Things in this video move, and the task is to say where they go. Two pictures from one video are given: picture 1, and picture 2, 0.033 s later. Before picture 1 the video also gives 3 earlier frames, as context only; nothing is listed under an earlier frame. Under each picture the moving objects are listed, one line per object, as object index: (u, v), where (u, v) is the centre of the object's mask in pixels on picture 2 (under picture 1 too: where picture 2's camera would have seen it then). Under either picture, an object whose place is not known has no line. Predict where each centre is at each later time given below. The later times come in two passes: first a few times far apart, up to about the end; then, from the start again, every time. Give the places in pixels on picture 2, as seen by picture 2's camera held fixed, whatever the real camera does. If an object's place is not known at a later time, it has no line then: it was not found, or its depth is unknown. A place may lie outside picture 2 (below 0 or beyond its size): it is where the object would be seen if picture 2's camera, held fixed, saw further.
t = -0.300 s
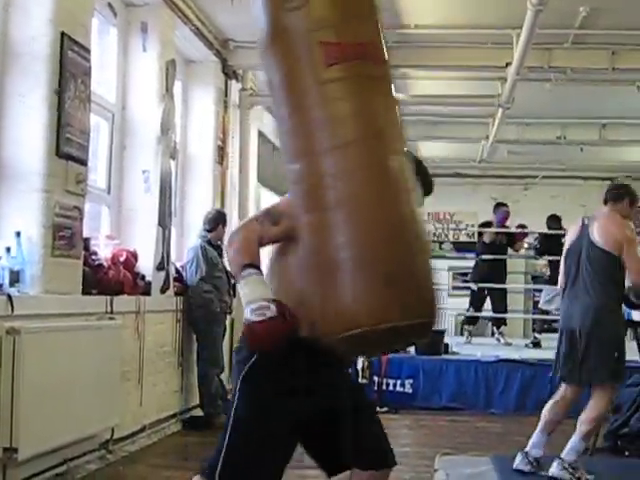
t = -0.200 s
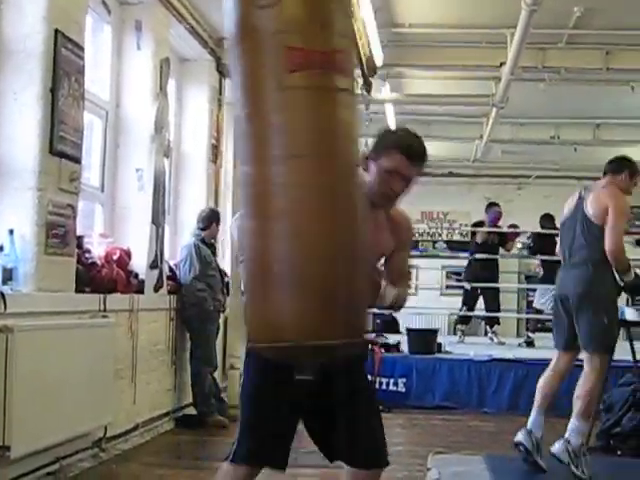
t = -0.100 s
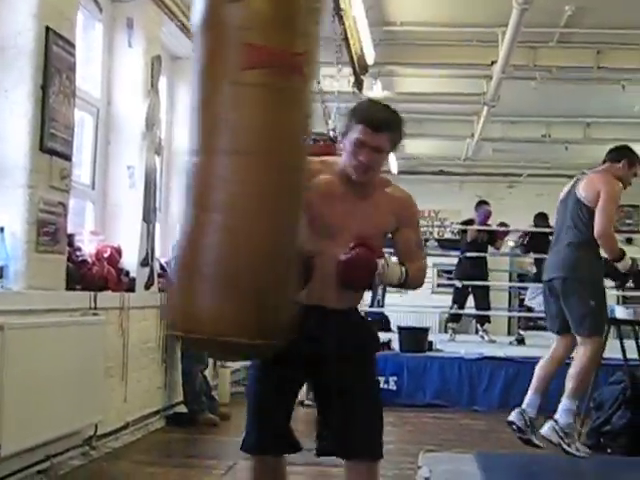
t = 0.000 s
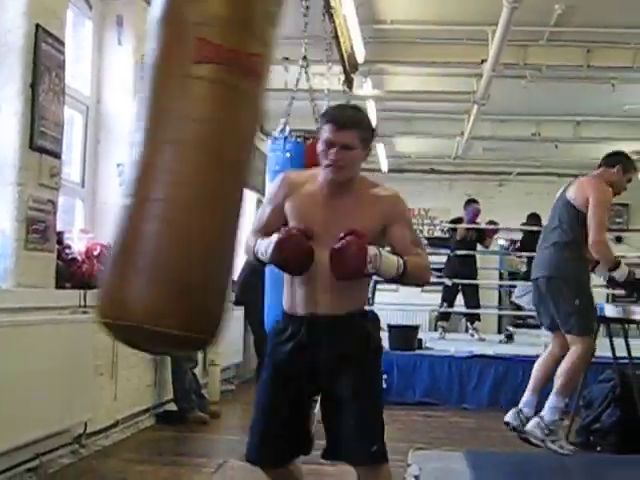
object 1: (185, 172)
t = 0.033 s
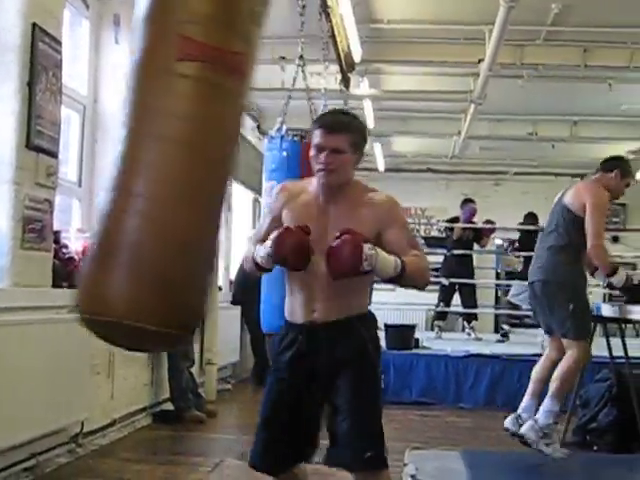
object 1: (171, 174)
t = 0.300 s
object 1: (90, 147)
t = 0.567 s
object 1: (77, 146)
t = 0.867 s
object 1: (136, 165)
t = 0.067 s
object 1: (155, 170)
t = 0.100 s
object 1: (141, 167)
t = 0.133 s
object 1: (129, 167)
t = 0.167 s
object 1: (116, 166)
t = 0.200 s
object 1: (105, 162)
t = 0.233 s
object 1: (99, 159)
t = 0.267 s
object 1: (93, 153)
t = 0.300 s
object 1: (90, 147)
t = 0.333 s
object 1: (87, 144)
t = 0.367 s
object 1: (85, 141)
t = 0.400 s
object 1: (83, 138)
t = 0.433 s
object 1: (81, 138)
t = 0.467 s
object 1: (80, 138)
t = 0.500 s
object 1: (78, 140)
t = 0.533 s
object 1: (76, 144)
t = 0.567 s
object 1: (77, 146)
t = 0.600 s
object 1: (78, 149)
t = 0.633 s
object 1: (80, 152)
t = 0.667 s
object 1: (84, 156)
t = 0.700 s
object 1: (88, 159)
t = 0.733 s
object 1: (95, 160)
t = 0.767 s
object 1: (104, 162)
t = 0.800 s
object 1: (114, 163)
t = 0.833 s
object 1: (125, 164)
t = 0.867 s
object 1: (136, 165)
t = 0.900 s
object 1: (147, 166)
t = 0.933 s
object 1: (158, 171)
